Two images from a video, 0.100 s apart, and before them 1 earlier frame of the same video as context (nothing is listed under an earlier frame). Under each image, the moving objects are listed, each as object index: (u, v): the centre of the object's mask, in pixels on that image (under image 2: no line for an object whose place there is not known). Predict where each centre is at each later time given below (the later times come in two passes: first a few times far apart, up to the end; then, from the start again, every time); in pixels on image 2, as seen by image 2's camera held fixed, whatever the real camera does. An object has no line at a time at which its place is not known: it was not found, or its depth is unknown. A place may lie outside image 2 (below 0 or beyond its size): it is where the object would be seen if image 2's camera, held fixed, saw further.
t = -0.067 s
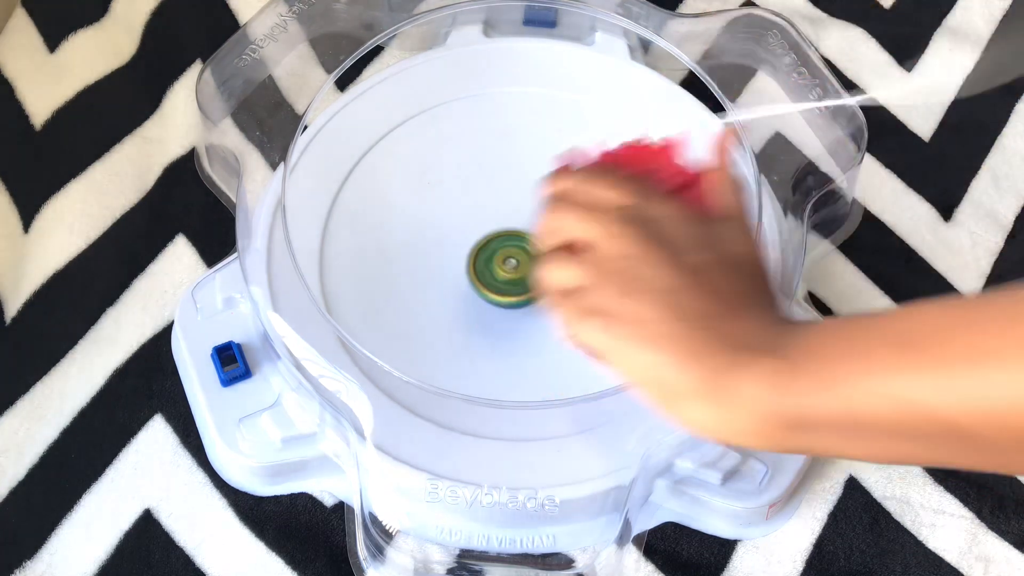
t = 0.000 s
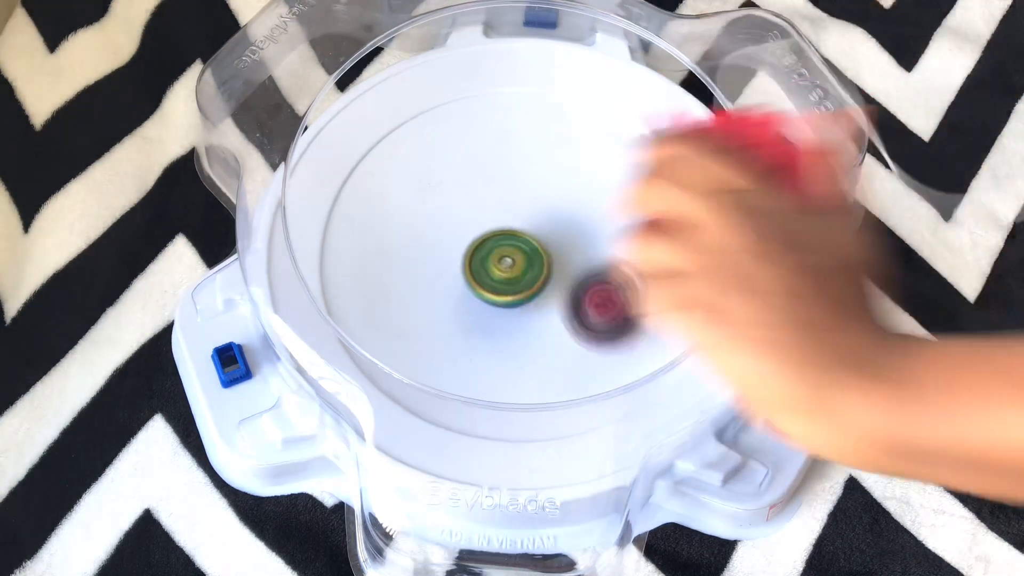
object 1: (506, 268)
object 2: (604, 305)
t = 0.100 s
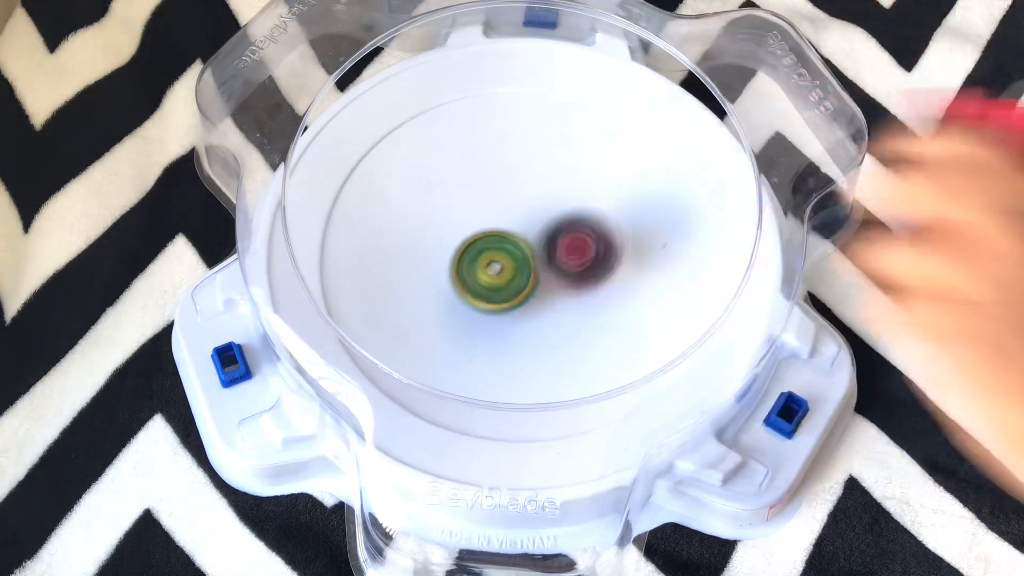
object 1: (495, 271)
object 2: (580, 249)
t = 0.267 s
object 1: (513, 283)
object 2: (576, 202)
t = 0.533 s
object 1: (567, 275)
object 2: (539, 178)
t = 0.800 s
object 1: (596, 266)
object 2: (531, 176)
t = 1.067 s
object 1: (595, 273)
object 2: (534, 165)
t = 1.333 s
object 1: (598, 304)
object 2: (501, 146)
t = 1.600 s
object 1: (563, 311)
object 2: (503, 205)
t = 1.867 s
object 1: (562, 331)
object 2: (397, 211)
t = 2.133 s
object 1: (552, 305)
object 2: (391, 175)
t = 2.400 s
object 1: (570, 282)
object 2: (426, 222)
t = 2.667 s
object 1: (558, 238)
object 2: (450, 309)
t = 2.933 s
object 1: (488, 221)
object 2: (471, 366)
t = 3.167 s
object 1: (477, 211)
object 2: (599, 280)
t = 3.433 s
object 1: (505, 224)
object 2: (618, 275)
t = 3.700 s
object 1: (491, 248)
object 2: (592, 235)
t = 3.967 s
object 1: (519, 280)
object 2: (546, 198)
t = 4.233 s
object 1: (553, 293)
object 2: (481, 183)
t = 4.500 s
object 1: (565, 287)
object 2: (470, 284)
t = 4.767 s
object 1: (566, 225)
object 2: (436, 271)
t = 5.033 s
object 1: (554, 189)
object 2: (508, 314)
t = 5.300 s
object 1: (519, 205)
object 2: (525, 304)
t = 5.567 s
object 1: (485, 227)
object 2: (552, 292)
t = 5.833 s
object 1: (460, 234)
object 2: (600, 281)
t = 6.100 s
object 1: (436, 244)
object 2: (624, 260)
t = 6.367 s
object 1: (453, 246)
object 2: (573, 244)
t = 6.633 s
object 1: (467, 268)
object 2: (558, 231)
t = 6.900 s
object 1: (495, 286)
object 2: (560, 228)
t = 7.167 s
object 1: (469, 314)
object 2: (578, 188)
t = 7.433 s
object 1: (485, 305)
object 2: (553, 181)
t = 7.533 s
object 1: (499, 297)
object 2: (542, 208)
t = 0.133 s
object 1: (490, 276)
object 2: (578, 237)
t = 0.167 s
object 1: (491, 280)
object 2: (578, 232)
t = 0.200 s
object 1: (495, 282)
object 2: (577, 230)
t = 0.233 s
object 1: (503, 282)
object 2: (577, 210)
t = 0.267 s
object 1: (513, 283)
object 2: (576, 202)
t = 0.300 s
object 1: (524, 284)
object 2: (572, 198)
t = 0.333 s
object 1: (532, 284)
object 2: (565, 194)
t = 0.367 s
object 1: (539, 283)
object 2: (558, 189)
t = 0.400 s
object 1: (546, 282)
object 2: (552, 184)
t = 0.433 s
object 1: (552, 280)
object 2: (547, 181)
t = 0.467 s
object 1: (558, 279)
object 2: (544, 179)
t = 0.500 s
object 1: (562, 277)
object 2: (541, 179)
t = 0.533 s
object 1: (567, 275)
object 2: (539, 178)
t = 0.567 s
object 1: (572, 273)
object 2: (539, 179)
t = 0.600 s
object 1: (576, 270)
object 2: (539, 183)
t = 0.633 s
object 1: (579, 266)
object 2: (540, 186)
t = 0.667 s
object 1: (582, 263)
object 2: (542, 191)
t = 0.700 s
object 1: (586, 266)
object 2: (540, 187)
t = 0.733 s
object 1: (591, 267)
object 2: (536, 182)
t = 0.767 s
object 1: (594, 267)
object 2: (534, 178)
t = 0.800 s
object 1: (596, 266)
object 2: (531, 176)
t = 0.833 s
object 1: (599, 265)
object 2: (531, 173)
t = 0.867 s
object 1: (600, 263)
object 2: (532, 172)
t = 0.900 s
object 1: (599, 260)
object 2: (534, 172)
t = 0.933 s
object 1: (598, 257)
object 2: (538, 174)
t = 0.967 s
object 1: (595, 255)
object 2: (543, 176)
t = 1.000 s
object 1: (590, 253)
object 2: (549, 181)
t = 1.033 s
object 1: (591, 262)
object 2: (545, 175)
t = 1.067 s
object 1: (595, 273)
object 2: (534, 165)
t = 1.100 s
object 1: (597, 281)
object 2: (525, 156)
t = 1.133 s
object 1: (599, 287)
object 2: (516, 149)
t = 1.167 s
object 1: (600, 291)
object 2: (510, 143)
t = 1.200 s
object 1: (600, 294)
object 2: (506, 140)
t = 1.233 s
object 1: (601, 297)
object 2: (503, 139)
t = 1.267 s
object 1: (600, 300)
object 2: (501, 140)
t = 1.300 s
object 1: (600, 302)
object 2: (501, 142)
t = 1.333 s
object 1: (598, 304)
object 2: (501, 146)
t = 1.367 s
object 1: (596, 306)
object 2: (502, 151)
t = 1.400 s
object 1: (594, 308)
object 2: (503, 157)
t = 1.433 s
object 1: (591, 309)
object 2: (505, 164)
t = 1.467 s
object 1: (586, 310)
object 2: (505, 171)
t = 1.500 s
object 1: (581, 311)
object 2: (504, 179)
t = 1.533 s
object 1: (576, 311)
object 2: (504, 187)
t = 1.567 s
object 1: (570, 311)
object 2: (504, 196)
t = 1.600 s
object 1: (563, 311)
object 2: (503, 205)
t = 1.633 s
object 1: (557, 310)
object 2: (500, 213)
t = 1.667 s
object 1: (550, 309)
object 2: (496, 222)
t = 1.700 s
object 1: (543, 308)
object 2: (489, 231)
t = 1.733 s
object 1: (536, 307)
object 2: (482, 239)
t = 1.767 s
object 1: (541, 314)
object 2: (462, 236)
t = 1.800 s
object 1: (550, 323)
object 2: (436, 229)
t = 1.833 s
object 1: (557, 329)
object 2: (414, 221)
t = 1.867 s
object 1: (562, 331)
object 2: (397, 211)
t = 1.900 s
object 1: (564, 331)
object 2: (383, 203)
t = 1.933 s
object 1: (565, 329)
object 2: (375, 196)
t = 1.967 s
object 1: (565, 326)
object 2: (371, 190)
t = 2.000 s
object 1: (564, 323)
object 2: (370, 185)
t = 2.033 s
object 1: (562, 319)
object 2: (372, 181)
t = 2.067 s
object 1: (560, 314)
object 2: (376, 179)
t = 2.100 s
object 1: (556, 309)
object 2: (383, 176)
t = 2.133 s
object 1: (552, 305)
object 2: (391, 175)
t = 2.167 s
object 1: (548, 300)
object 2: (400, 176)
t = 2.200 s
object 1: (543, 295)
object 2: (410, 179)
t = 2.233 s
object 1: (538, 290)
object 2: (420, 183)
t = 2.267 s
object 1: (532, 286)
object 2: (431, 190)
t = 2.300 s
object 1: (527, 281)
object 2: (442, 197)
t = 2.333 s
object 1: (522, 277)
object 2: (452, 207)
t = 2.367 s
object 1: (523, 274)
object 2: (457, 215)
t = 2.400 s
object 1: (570, 282)
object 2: (426, 222)
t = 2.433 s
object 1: (582, 278)
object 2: (418, 231)
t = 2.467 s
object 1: (591, 273)
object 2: (415, 240)
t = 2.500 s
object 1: (595, 266)
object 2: (416, 250)
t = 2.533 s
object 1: (596, 257)
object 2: (419, 260)
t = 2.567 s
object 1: (591, 249)
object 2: (425, 272)
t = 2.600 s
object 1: (582, 244)
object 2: (432, 284)
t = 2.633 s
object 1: (570, 240)
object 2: (441, 297)
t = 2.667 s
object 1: (558, 238)
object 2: (450, 309)
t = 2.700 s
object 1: (546, 238)
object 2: (459, 319)
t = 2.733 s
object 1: (535, 240)
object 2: (466, 328)
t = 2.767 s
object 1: (525, 244)
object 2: (472, 332)
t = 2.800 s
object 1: (516, 248)
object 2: (476, 334)
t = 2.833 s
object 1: (506, 251)
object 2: (480, 333)
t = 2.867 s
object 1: (499, 241)
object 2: (480, 346)
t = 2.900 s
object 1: (493, 227)
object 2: (478, 364)
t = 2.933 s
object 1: (488, 221)
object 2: (471, 366)
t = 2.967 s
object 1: (485, 219)
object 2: (465, 359)
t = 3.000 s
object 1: (482, 217)
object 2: (465, 344)
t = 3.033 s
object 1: (481, 217)
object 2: (471, 328)
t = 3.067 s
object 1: (481, 218)
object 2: (493, 309)
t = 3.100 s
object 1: (483, 219)
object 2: (523, 291)
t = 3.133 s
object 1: (479, 213)
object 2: (565, 286)
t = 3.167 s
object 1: (477, 211)
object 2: (599, 280)
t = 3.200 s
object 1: (477, 210)
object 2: (631, 277)
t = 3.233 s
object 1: (479, 211)
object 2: (650, 276)
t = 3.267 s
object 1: (483, 214)
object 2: (653, 279)
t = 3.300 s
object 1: (490, 218)
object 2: (643, 283)
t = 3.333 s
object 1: (498, 222)
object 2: (627, 286)
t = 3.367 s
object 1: (507, 227)
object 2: (610, 284)
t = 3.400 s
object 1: (517, 231)
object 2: (596, 278)
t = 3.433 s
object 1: (505, 224)
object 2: (618, 275)
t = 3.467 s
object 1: (498, 224)
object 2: (629, 275)
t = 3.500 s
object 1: (495, 227)
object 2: (626, 274)
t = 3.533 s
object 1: (495, 231)
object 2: (617, 273)
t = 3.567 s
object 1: (496, 235)
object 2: (606, 270)
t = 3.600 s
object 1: (499, 238)
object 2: (595, 265)
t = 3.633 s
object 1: (501, 242)
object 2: (591, 258)
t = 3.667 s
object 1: (496, 244)
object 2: (592, 247)
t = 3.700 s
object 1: (491, 248)
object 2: (592, 235)
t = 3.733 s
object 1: (488, 253)
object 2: (590, 220)
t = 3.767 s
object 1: (486, 259)
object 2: (585, 204)
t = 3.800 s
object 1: (487, 266)
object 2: (580, 191)
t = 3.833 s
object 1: (491, 272)
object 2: (573, 187)
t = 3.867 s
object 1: (497, 276)
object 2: (565, 190)
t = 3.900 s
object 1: (505, 278)
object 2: (557, 196)
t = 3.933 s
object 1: (513, 277)
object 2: (551, 201)
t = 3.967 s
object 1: (519, 280)
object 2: (546, 198)
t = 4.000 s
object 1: (525, 285)
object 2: (534, 192)
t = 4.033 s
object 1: (530, 286)
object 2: (519, 186)
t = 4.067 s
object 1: (535, 286)
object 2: (505, 181)
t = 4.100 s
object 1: (539, 283)
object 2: (497, 180)
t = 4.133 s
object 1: (540, 279)
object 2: (495, 186)
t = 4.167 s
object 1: (540, 274)
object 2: (496, 195)
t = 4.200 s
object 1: (543, 278)
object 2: (492, 194)
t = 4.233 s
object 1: (553, 293)
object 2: (481, 183)
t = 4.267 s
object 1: (562, 298)
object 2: (476, 185)
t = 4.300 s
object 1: (568, 300)
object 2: (477, 194)
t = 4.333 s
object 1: (573, 301)
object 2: (481, 205)
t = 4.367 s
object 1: (577, 301)
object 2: (486, 216)
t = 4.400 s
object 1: (577, 299)
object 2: (488, 226)
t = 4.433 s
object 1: (575, 296)
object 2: (485, 240)
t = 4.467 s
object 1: (571, 292)
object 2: (478, 261)
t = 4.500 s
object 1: (565, 287)
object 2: (470, 284)
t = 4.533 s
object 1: (573, 280)
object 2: (442, 299)
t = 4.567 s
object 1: (571, 273)
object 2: (432, 304)
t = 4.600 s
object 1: (567, 264)
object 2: (432, 298)
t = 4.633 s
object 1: (562, 257)
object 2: (438, 289)
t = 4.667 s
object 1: (554, 250)
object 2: (448, 280)
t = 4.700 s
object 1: (547, 245)
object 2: (460, 271)
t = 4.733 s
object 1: (561, 235)
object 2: (445, 270)
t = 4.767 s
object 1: (566, 225)
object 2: (436, 271)
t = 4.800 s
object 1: (568, 217)
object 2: (437, 274)
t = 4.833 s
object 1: (568, 211)
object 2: (448, 276)
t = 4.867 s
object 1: (567, 205)
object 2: (464, 277)
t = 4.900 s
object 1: (565, 202)
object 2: (481, 276)
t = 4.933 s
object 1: (561, 201)
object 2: (497, 275)
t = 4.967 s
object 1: (556, 202)
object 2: (508, 276)
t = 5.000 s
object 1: (552, 203)
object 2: (515, 281)
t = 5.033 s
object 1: (554, 189)
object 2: (508, 314)
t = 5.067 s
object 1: (551, 185)
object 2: (507, 326)
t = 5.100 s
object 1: (546, 184)
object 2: (507, 325)
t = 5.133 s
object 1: (541, 187)
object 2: (507, 319)
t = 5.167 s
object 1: (536, 194)
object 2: (508, 310)
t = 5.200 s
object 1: (532, 202)
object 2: (510, 300)
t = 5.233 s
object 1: (528, 210)
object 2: (514, 292)
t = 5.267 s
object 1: (525, 204)
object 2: (520, 302)
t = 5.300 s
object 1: (519, 205)
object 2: (525, 304)
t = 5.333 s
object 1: (514, 210)
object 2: (529, 300)
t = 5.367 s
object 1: (510, 215)
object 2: (532, 294)
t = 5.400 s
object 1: (503, 209)
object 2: (542, 304)
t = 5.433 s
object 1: (496, 209)
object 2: (551, 309)
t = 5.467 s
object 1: (491, 212)
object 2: (554, 308)
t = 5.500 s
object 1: (487, 216)
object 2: (554, 304)
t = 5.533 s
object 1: (484, 222)
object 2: (553, 298)
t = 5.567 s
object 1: (485, 227)
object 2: (552, 292)
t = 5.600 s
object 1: (485, 231)
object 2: (554, 287)
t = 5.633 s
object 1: (484, 233)
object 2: (560, 287)
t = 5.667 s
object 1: (484, 235)
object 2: (562, 285)
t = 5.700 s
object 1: (485, 237)
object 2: (567, 282)
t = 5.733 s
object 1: (473, 232)
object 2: (591, 288)
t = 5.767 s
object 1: (467, 232)
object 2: (603, 288)
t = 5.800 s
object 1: (462, 233)
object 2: (603, 285)
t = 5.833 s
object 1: (460, 234)
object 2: (600, 281)
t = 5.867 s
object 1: (461, 237)
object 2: (595, 277)
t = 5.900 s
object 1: (466, 240)
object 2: (589, 271)
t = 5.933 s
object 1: (473, 242)
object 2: (582, 265)
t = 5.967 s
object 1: (480, 244)
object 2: (574, 260)
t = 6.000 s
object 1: (460, 241)
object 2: (604, 259)
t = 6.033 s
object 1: (444, 241)
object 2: (628, 259)
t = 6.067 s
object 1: (439, 243)
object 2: (632, 259)
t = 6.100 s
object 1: (436, 244)
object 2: (624, 260)
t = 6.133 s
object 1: (437, 245)
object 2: (611, 262)
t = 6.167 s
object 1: (441, 246)
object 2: (594, 263)
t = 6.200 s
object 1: (448, 246)
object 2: (578, 262)
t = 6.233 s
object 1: (458, 246)
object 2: (564, 260)
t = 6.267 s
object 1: (461, 244)
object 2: (561, 255)
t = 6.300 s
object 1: (450, 243)
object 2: (576, 251)
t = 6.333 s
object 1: (449, 245)
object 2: (578, 247)
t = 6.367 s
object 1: (453, 246)
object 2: (573, 244)
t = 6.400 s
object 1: (460, 247)
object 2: (563, 243)
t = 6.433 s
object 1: (462, 247)
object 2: (557, 242)
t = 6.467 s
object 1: (462, 250)
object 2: (557, 240)
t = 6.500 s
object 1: (464, 252)
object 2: (556, 238)
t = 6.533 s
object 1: (464, 256)
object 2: (557, 236)
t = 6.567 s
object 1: (467, 258)
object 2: (554, 235)
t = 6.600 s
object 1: (465, 263)
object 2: (559, 231)
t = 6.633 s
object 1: (467, 268)
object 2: (558, 231)
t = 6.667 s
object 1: (473, 271)
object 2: (556, 232)
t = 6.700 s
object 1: (474, 275)
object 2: (559, 231)
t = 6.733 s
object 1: (476, 279)
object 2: (565, 227)
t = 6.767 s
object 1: (480, 282)
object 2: (565, 227)
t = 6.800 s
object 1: (485, 283)
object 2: (562, 229)
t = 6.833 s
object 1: (491, 283)
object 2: (559, 231)
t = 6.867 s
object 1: (491, 285)
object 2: (561, 229)
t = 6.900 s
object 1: (495, 286)
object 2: (560, 228)
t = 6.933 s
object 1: (496, 286)
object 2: (559, 226)
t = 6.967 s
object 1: (498, 286)
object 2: (557, 225)
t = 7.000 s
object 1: (491, 292)
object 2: (563, 212)
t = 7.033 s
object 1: (477, 307)
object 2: (584, 186)
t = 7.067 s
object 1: (473, 312)
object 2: (591, 175)
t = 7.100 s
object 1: (471, 315)
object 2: (590, 175)
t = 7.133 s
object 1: (469, 316)
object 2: (585, 181)
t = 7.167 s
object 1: (469, 314)
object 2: (578, 188)
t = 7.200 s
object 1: (470, 309)
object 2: (568, 195)
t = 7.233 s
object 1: (474, 304)
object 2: (558, 204)
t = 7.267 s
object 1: (480, 297)
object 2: (548, 213)
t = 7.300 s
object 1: (487, 290)
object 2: (538, 222)
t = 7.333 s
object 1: (489, 289)
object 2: (536, 217)
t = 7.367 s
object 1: (479, 301)
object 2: (551, 191)
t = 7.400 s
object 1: (482, 304)
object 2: (554, 180)
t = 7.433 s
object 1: (485, 305)
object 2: (553, 181)
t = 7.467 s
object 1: (490, 305)
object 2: (550, 188)
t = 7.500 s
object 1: (495, 301)
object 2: (546, 197)
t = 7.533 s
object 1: (499, 297)
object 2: (542, 208)
